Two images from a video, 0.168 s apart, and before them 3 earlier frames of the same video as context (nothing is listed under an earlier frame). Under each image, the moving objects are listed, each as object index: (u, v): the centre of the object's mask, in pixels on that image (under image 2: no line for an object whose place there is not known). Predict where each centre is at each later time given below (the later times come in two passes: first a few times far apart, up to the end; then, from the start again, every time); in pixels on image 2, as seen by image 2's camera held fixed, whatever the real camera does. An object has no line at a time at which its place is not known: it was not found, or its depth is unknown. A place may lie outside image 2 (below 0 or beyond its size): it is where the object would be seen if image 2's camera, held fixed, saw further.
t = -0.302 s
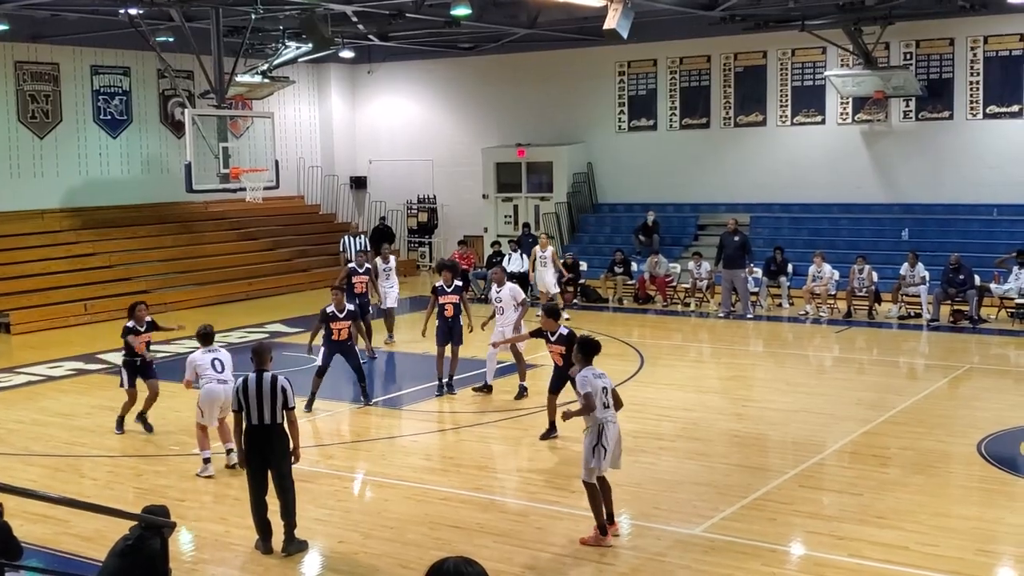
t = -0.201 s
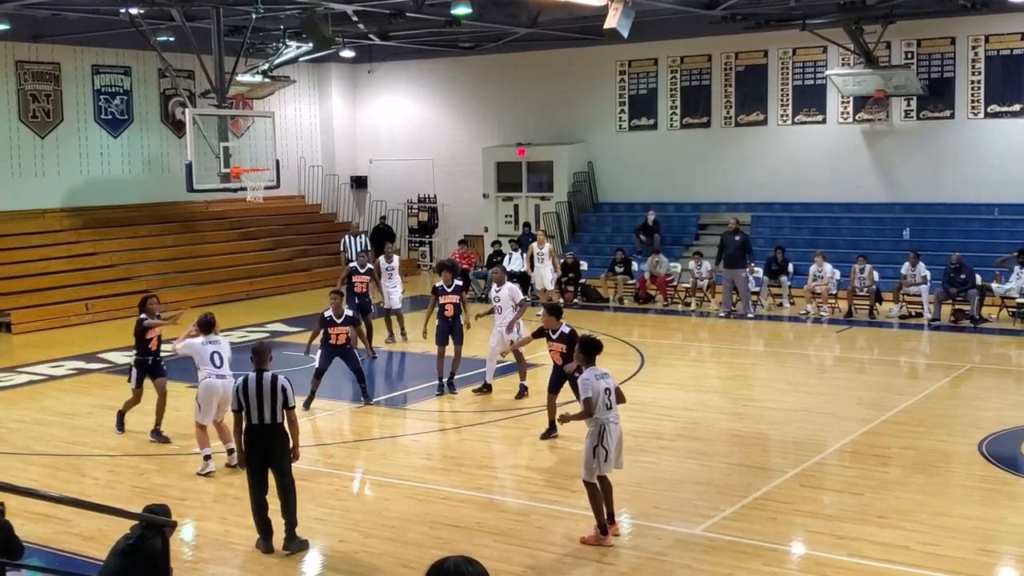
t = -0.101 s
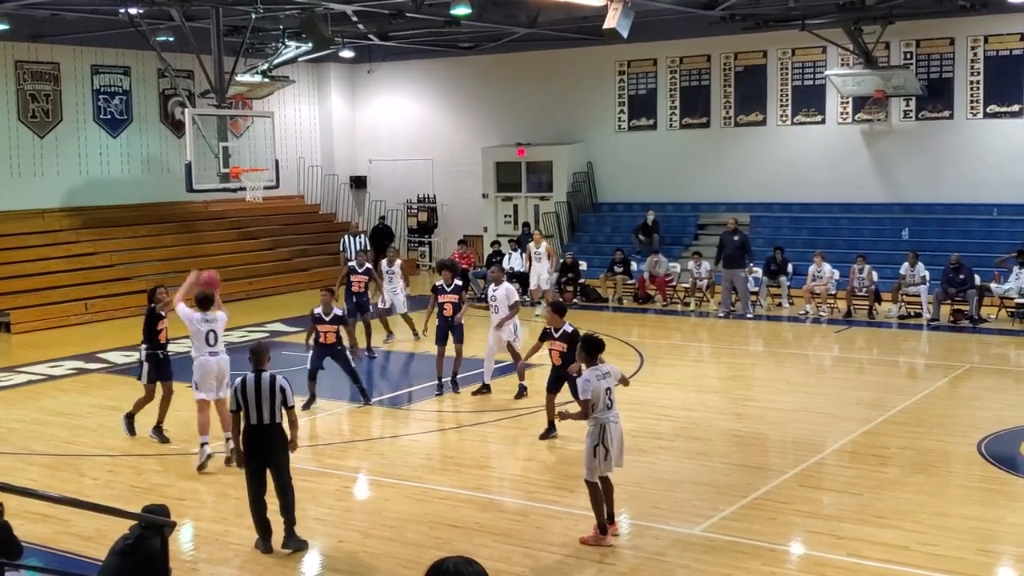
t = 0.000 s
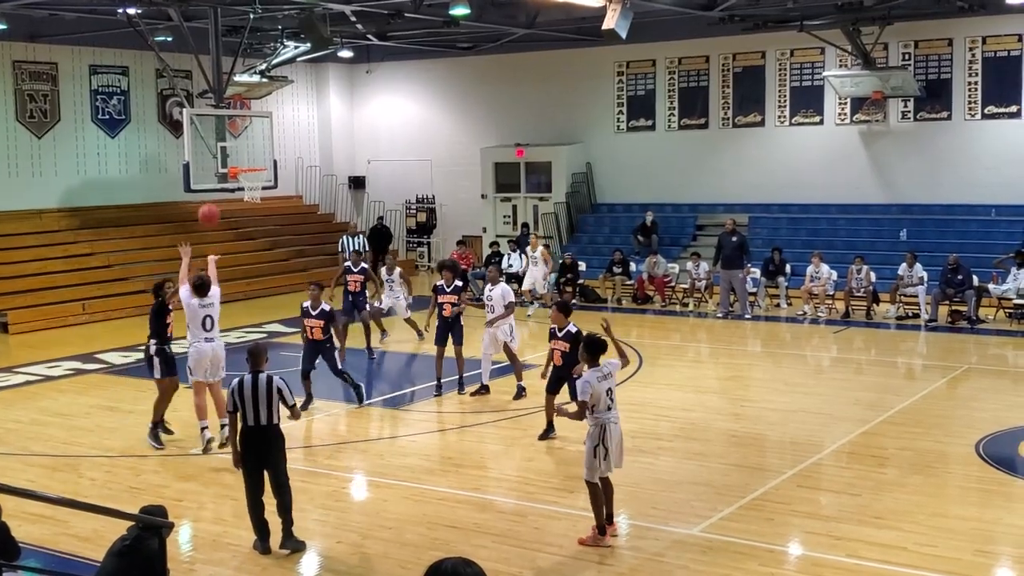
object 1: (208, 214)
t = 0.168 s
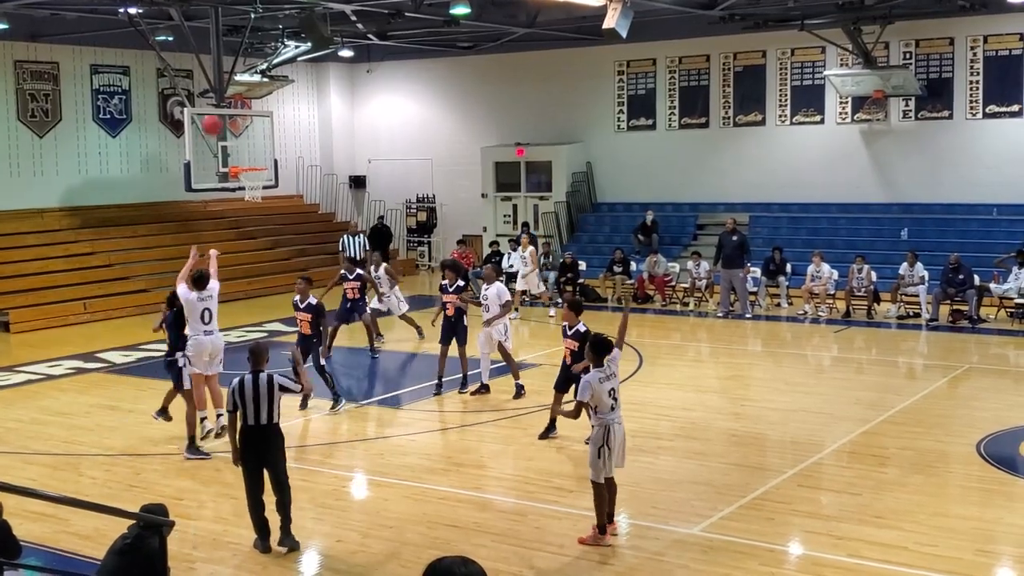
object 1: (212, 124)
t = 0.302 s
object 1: (212, 79)
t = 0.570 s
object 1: (218, 31)
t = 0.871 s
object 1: (226, 45)
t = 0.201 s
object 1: (211, 111)
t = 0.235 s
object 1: (210, 95)
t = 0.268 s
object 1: (211, 87)
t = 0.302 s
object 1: (212, 79)
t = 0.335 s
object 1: (213, 66)
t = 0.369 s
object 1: (214, 58)
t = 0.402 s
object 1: (214, 51)
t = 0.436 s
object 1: (215, 45)
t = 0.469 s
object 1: (215, 40)
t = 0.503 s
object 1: (216, 36)
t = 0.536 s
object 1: (217, 33)
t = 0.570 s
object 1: (218, 31)
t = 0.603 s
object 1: (219, 30)
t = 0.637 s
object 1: (219, 29)
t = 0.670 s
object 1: (220, 29)
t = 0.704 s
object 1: (221, 30)
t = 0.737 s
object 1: (222, 31)
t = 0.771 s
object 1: (223, 34)
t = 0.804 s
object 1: (224, 37)
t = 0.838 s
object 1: (225, 40)
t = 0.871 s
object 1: (226, 45)
